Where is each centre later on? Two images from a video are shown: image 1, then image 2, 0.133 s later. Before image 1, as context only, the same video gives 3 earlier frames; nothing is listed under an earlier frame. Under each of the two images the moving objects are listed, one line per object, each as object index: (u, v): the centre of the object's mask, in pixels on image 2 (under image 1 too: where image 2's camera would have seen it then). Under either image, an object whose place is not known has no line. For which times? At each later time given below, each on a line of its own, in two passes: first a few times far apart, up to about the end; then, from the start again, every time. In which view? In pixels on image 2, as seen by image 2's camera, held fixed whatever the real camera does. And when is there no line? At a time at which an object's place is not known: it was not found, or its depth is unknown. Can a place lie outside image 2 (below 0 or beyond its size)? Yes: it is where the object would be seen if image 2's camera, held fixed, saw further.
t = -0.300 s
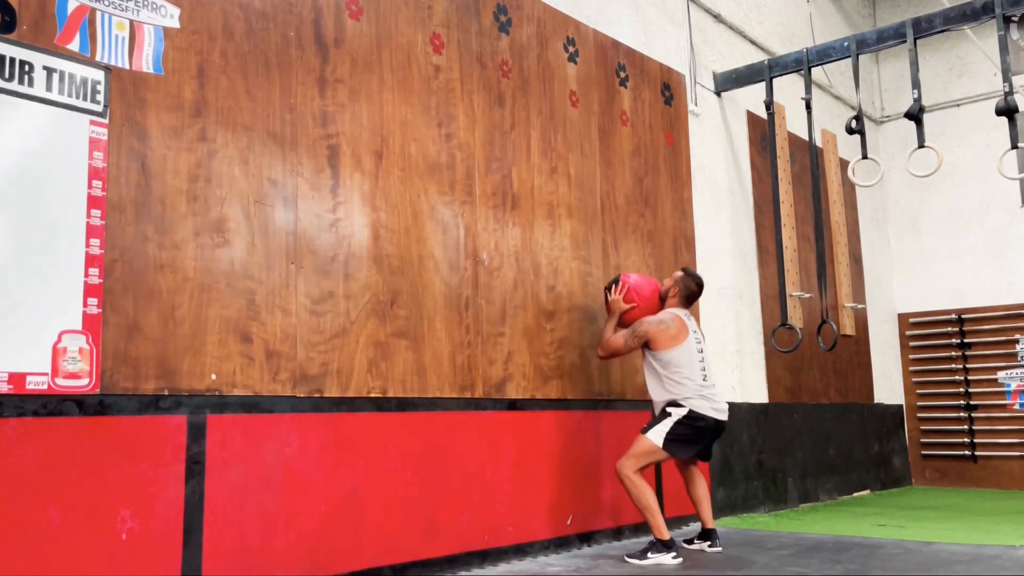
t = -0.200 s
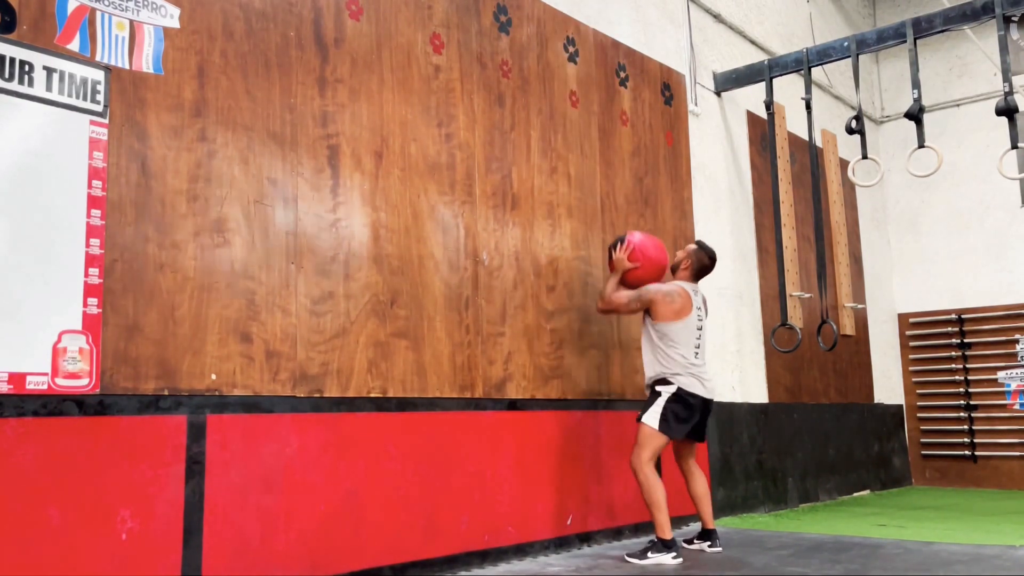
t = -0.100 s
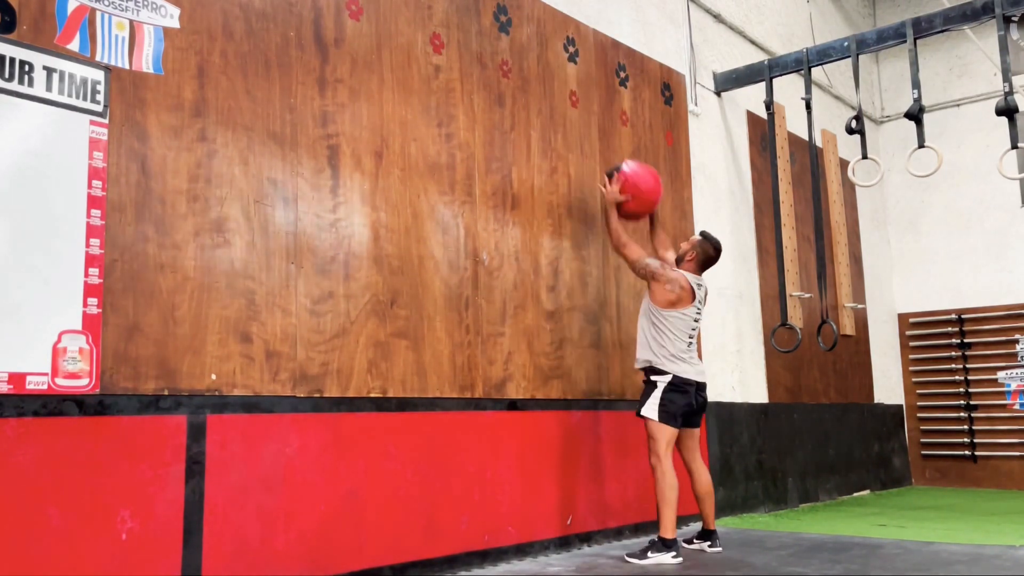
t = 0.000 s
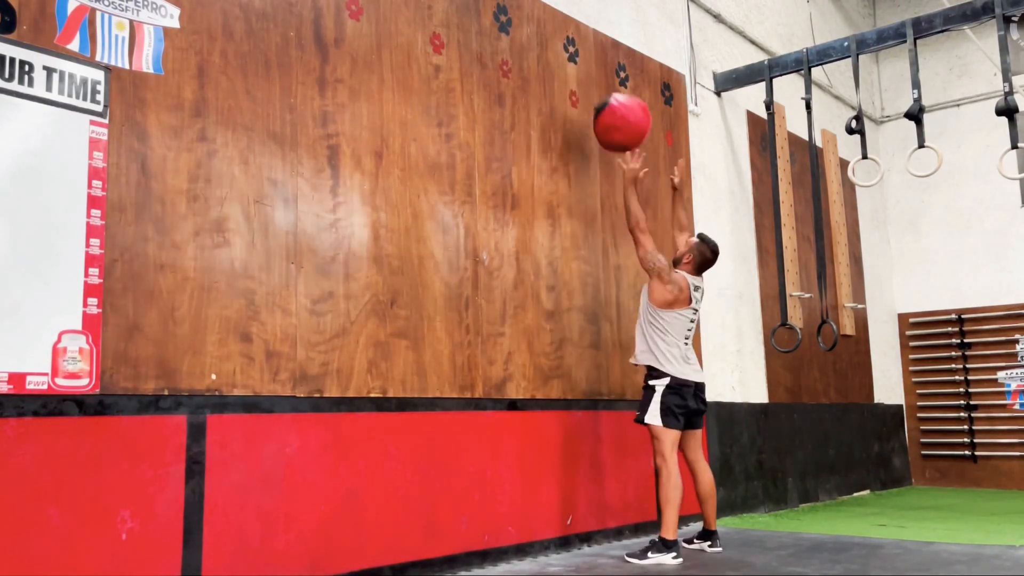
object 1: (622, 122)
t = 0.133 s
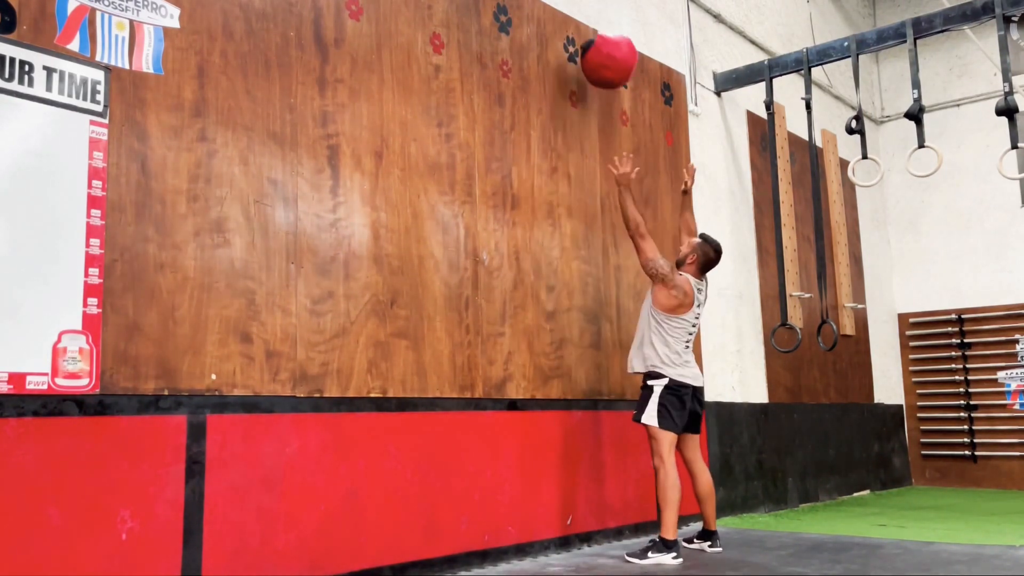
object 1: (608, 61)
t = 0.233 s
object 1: (599, 31)
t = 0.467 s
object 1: (588, 22)
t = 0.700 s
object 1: (596, 82)
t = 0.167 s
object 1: (605, 50)
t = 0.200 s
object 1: (602, 39)
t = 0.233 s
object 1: (599, 31)
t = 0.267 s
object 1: (596, 25)
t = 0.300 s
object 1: (593, 23)
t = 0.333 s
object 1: (590, 21)
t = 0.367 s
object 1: (588, 20)
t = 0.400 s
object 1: (586, 21)
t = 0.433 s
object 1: (587, 21)
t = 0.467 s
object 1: (588, 22)
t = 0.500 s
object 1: (589, 25)
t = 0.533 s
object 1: (590, 29)
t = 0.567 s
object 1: (591, 36)
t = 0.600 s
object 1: (593, 46)
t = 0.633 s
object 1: (594, 55)
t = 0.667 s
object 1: (595, 68)
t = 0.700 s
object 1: (596, 82)
